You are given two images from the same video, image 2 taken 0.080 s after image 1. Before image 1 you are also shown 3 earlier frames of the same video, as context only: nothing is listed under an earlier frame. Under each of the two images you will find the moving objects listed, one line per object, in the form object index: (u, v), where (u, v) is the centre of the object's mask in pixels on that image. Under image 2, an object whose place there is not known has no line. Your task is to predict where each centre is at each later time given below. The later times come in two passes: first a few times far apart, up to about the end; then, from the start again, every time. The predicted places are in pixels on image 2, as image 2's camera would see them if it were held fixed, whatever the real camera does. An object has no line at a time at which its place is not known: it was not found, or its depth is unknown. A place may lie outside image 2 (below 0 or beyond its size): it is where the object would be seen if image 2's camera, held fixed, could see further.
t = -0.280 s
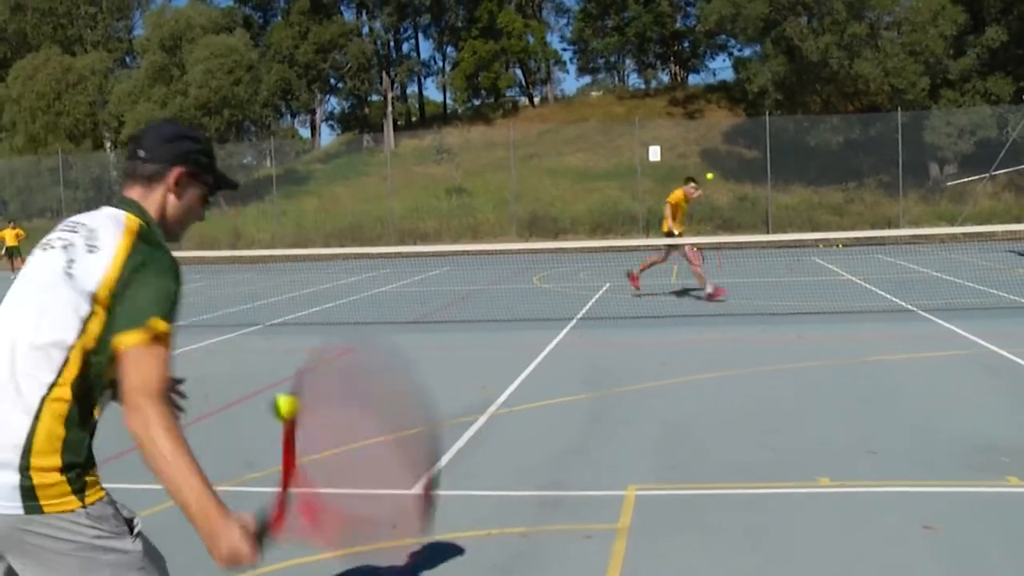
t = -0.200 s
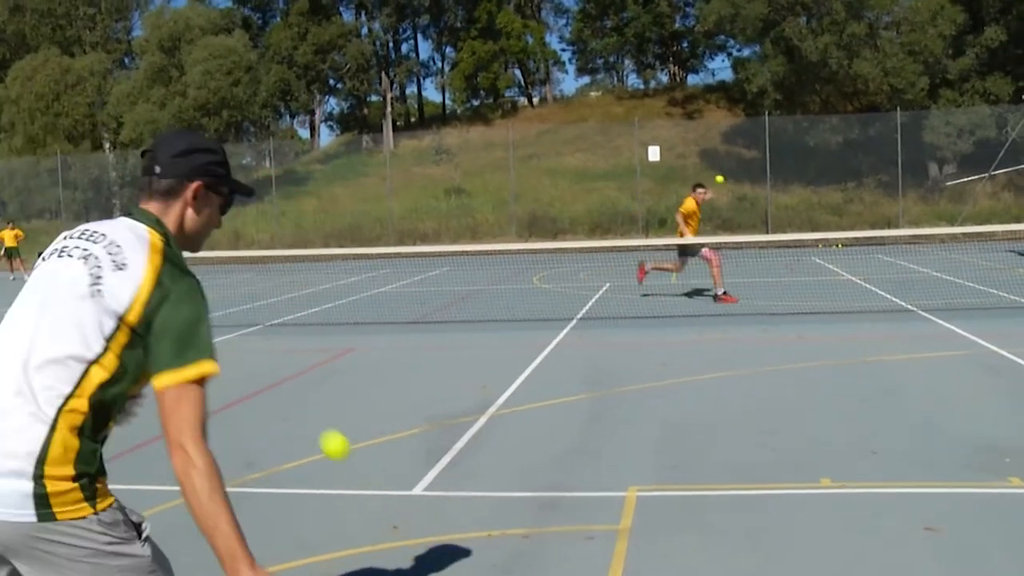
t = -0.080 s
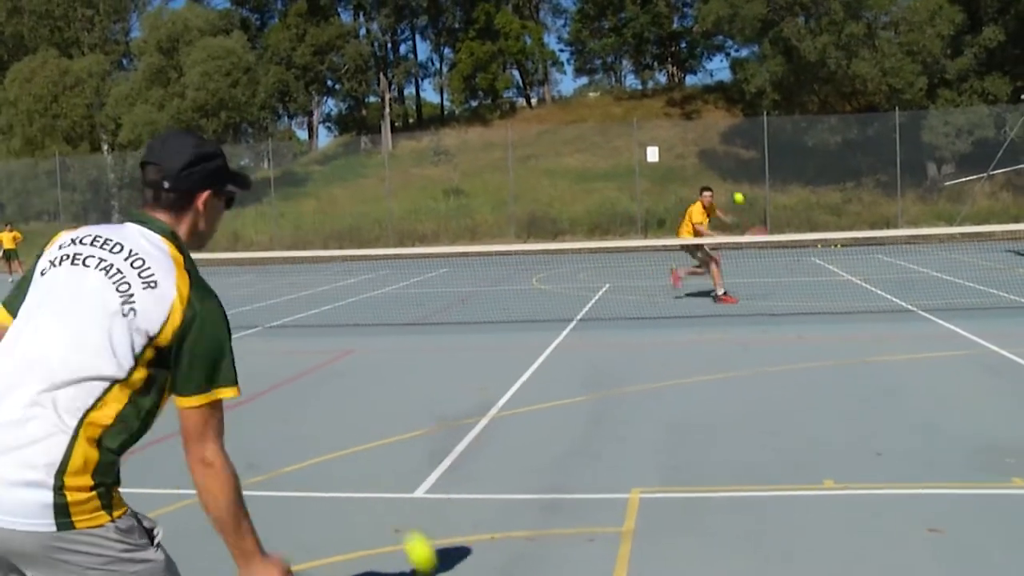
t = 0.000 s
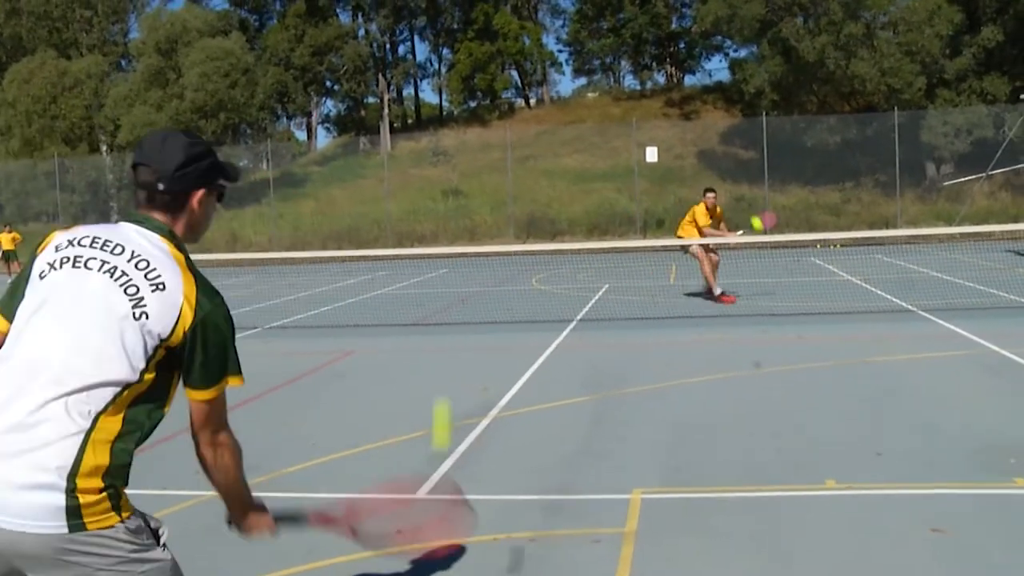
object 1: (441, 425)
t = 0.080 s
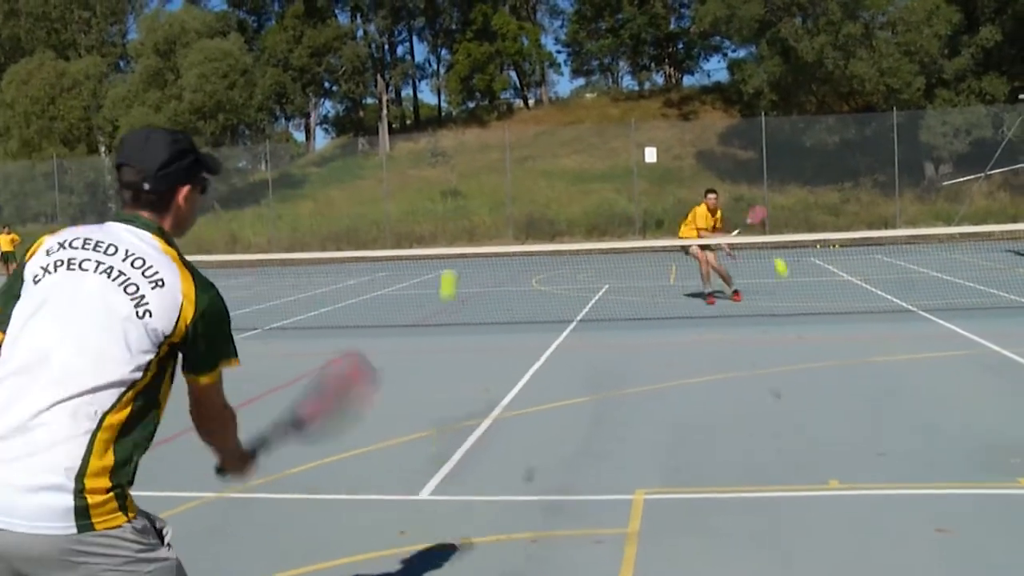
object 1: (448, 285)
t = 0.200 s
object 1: (458, 181)
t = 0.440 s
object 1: (473, 133)
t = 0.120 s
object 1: (451, 237)
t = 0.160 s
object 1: (454, 206)
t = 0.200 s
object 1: (458, 181)
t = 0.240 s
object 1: (461, 162)
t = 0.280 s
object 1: (464, 150)
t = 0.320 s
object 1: (466, 141)
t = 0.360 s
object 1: (469, 136)
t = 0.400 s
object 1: (471, 133)
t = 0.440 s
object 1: (473, 133)
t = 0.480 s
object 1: (475, 135)
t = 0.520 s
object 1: (477, 139)
